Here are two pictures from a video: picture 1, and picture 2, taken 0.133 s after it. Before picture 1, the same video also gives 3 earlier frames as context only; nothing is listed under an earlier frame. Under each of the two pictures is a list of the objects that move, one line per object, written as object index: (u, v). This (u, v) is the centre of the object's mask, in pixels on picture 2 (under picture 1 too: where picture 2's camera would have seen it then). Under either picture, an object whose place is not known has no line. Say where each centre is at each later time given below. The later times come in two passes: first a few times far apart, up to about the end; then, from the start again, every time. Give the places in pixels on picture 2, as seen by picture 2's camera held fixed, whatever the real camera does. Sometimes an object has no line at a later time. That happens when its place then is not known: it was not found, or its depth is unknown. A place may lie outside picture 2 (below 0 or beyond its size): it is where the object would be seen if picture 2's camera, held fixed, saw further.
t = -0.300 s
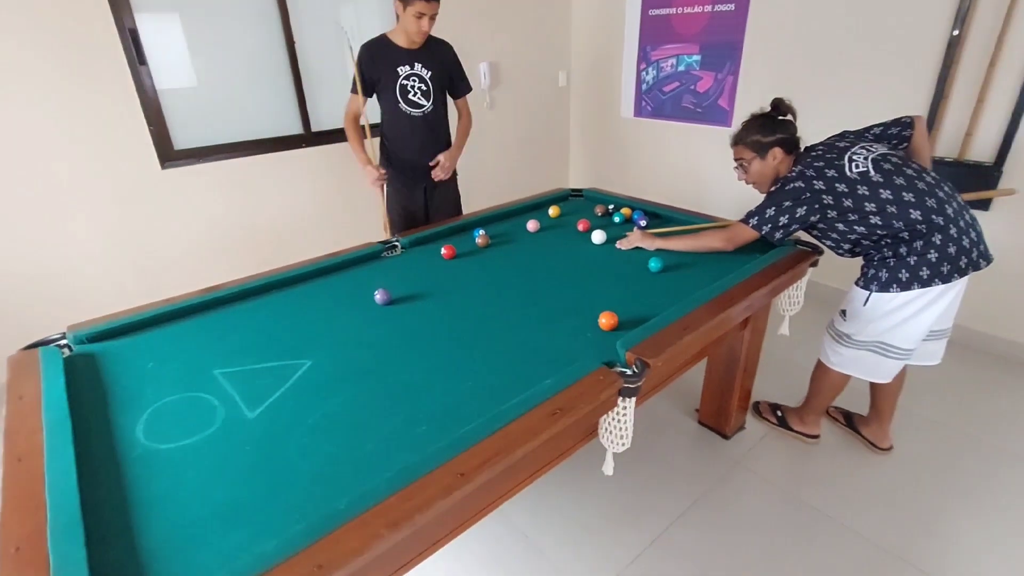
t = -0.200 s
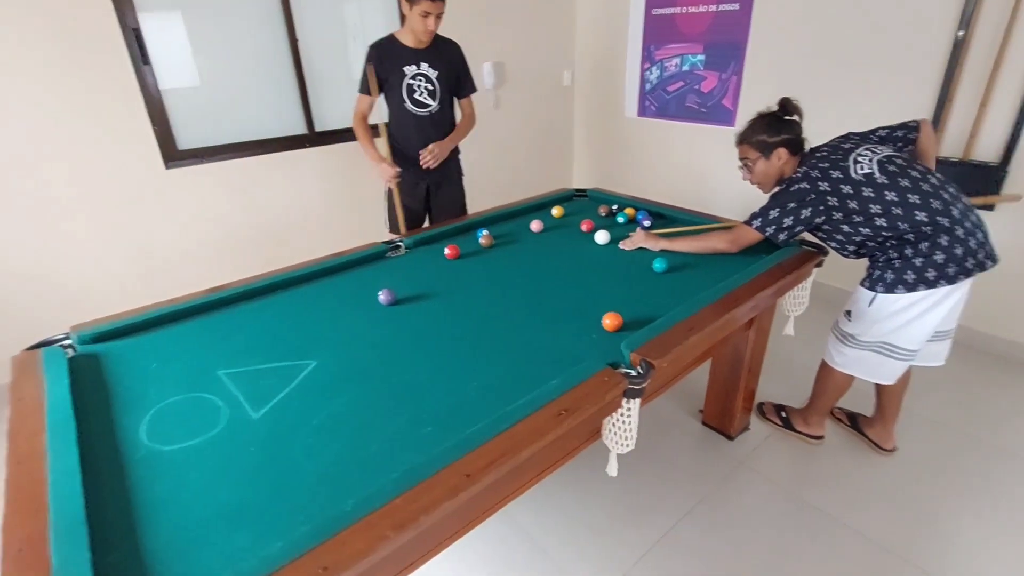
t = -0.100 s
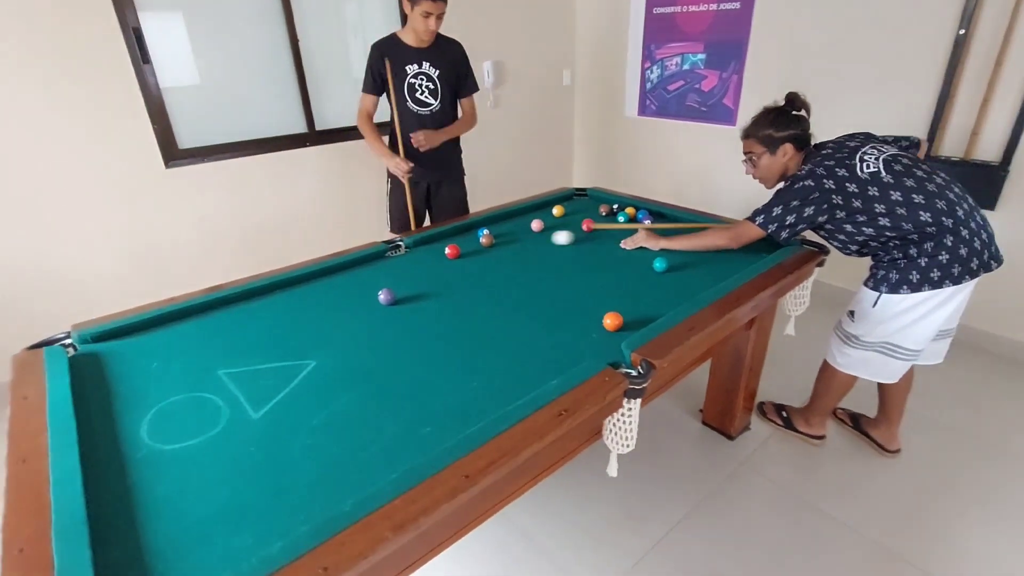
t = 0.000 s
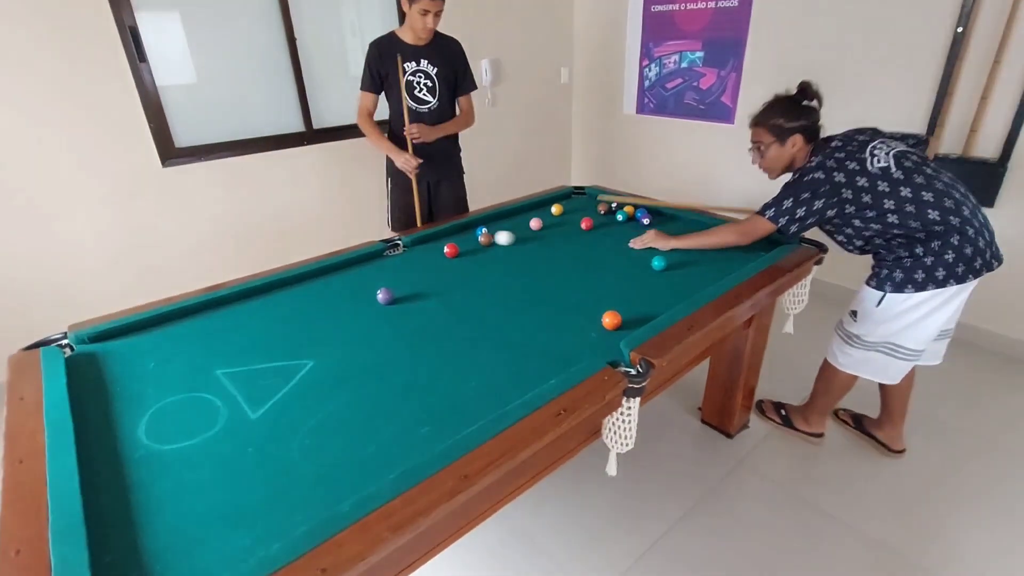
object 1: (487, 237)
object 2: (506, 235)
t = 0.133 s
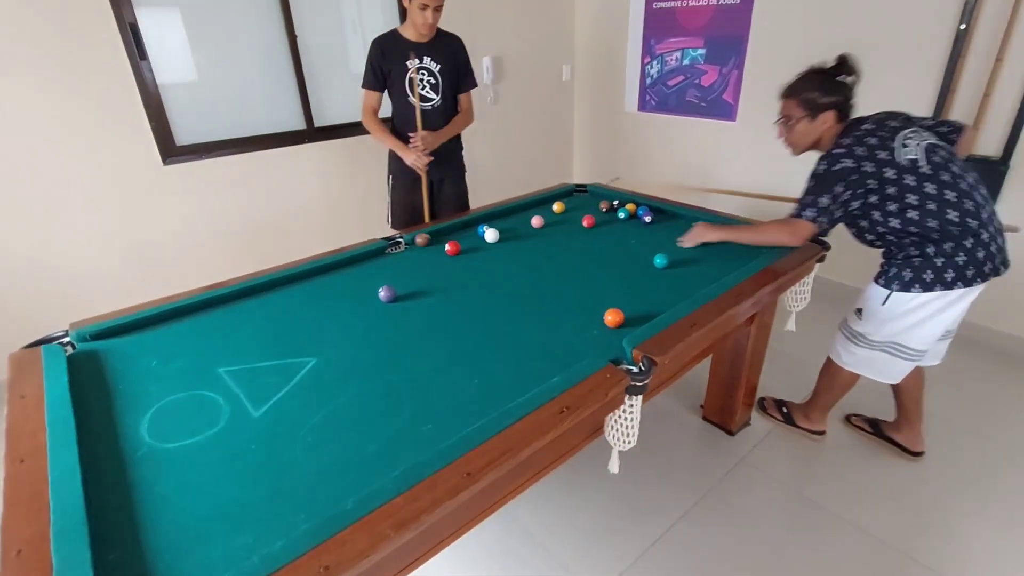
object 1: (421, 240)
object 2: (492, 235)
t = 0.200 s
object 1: (410, 247)
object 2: (483, 236)
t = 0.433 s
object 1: (373, 271)
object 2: (450, 235)
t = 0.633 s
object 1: (336, 296)
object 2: (432, 238)
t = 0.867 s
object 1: (283, 330)
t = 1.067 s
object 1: (227, 365)
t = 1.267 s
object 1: (161, 408)
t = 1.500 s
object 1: (112, 451)
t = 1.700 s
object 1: (158, 453)
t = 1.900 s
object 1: (203, 454)
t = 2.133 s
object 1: (255, 455)
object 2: (395, 276)
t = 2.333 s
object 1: (296, 455)
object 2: (391, 279)
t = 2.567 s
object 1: (344, 455)
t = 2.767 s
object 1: (381, 454)
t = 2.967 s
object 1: (416, 451)
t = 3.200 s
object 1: (430, 437)
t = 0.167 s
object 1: (415, 243)
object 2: (488, 236)
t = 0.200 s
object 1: (410, 247)
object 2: (483, 236)
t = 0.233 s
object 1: (406, 250)
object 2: (478, 236)
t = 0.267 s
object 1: (400, 253)
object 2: (473, 235)
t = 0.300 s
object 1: (395, 257)
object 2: (468, 235)
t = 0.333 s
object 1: (390, 261)
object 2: (464, 235)
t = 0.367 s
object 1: (385, 264)
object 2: (459, 235)
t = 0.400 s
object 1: (379, 268)
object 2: (454, 235)
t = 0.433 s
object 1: (373, 271)
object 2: (450, 235)
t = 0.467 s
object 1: (367, 275)
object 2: (445, 235)
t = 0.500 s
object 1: (362, 279)
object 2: (441, 236)
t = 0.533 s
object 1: (355, 283)
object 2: (436, 236)
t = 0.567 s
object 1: (349, 287)
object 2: (433, 236)
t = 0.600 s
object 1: (342, 291)
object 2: (433, 237)
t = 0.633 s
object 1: (336, 296)
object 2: (432, 238)
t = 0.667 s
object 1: (328, 300)
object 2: (431, 239)
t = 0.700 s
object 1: (322, 305)
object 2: (430, 240)
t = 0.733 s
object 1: (314, 309)
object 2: (429, 241)
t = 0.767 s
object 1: (306, 315)
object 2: (428, 242)
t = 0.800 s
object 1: (299, 319)
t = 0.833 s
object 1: (291, 325)
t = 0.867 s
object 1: (283, 330)
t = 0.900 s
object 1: (274, 335)
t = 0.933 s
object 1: (266, 341)
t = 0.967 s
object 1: (256, 346)
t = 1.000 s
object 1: (247, 353)
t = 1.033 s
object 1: (238, 358)
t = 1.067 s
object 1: (227, 365)
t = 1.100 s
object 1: (218, 371)
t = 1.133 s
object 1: (207, 378)
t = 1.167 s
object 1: (196, 386)
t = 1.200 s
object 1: (185, 392)
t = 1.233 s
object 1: (173, 400)
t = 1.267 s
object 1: (161, 408)
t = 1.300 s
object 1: (149, 415)
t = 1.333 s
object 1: (136, 425)
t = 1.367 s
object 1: (123, 433)
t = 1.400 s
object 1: (109, 441)
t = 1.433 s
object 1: (97, 450)
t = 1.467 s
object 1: (103, 451)
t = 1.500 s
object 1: (112, 451)
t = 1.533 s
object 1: (120, 452)
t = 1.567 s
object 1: (128, 452)
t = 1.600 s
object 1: (136, 452)
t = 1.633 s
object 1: (143, 453)
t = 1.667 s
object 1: (151, 453)
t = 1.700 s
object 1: (158, 453)
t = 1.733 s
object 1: (166, 453)
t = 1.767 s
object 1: (174, 453)
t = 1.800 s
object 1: (181, 454)
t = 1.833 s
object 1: (189, 454)
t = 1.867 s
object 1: (196, 454)
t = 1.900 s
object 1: (203, 454)
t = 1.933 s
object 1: (211, 454)
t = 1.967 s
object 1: (219, 454)
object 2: (398, 273)
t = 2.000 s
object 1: (226, 454)
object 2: (397, 273)
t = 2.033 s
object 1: (233, 455)
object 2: (397, 274)
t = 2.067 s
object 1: (240, 455)
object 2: (396, 274)
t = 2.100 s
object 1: (247, 455)
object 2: (395, 275)
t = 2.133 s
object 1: (255, 455)
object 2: (395, 276)
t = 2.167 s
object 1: (262, 455)
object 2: (394, 277)
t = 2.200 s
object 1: (269, 455)
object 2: (394, 277)
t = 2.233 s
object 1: (276, 455)
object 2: (393, 277)
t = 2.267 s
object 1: (283, 455)
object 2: (392, 278)
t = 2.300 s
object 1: (290, 455)
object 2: (392, 278)
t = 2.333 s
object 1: (296, 455)
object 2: (391, 279)
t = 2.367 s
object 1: (303, 455)
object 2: (391, 279)
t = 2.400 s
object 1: (310, 455)
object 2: (390, 279)
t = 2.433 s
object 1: (317, 455)
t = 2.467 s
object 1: (323, 455)
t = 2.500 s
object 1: (330, 454)
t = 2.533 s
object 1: (337, 455)
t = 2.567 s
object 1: (344, 455)
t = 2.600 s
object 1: (350, 454)
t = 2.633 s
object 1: (356, 455)
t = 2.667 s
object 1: (363, 455)
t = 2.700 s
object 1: (369, 455)
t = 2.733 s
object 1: (374, 454)
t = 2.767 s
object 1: (381, 454)
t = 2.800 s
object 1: (387, 453)
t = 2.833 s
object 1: (393, 453)
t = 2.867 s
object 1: (399, 453)
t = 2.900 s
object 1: (405, 453)
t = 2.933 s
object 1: (410, 452)
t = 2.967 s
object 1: (416, 451)
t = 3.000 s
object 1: (417, 449)
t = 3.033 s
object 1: (419, 447)
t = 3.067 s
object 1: (421, 445)
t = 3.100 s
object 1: (423, 443)
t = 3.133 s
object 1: (425, 441)
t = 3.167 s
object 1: (428, 439)
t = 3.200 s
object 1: (430, 437)
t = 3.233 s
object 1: (431, 434)
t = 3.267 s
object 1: (432, 432)
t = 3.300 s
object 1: (434, 430)
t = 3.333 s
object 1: (435, 428)
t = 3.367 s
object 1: (436, 427)
